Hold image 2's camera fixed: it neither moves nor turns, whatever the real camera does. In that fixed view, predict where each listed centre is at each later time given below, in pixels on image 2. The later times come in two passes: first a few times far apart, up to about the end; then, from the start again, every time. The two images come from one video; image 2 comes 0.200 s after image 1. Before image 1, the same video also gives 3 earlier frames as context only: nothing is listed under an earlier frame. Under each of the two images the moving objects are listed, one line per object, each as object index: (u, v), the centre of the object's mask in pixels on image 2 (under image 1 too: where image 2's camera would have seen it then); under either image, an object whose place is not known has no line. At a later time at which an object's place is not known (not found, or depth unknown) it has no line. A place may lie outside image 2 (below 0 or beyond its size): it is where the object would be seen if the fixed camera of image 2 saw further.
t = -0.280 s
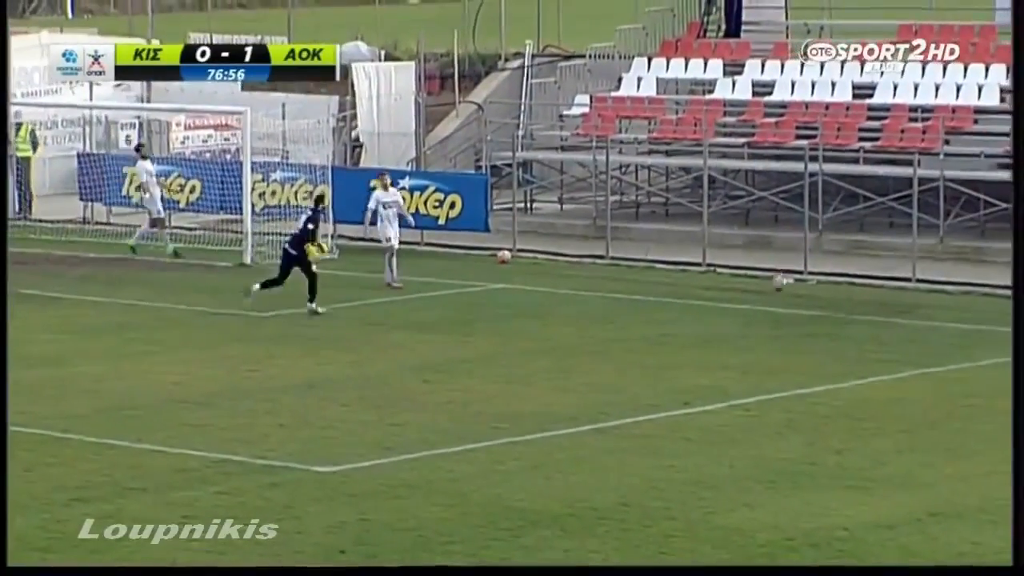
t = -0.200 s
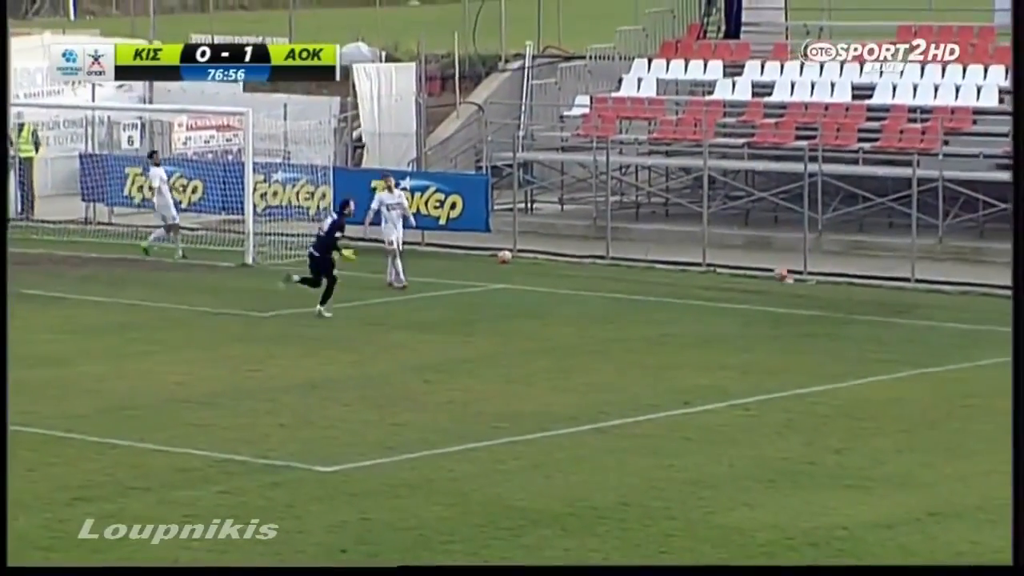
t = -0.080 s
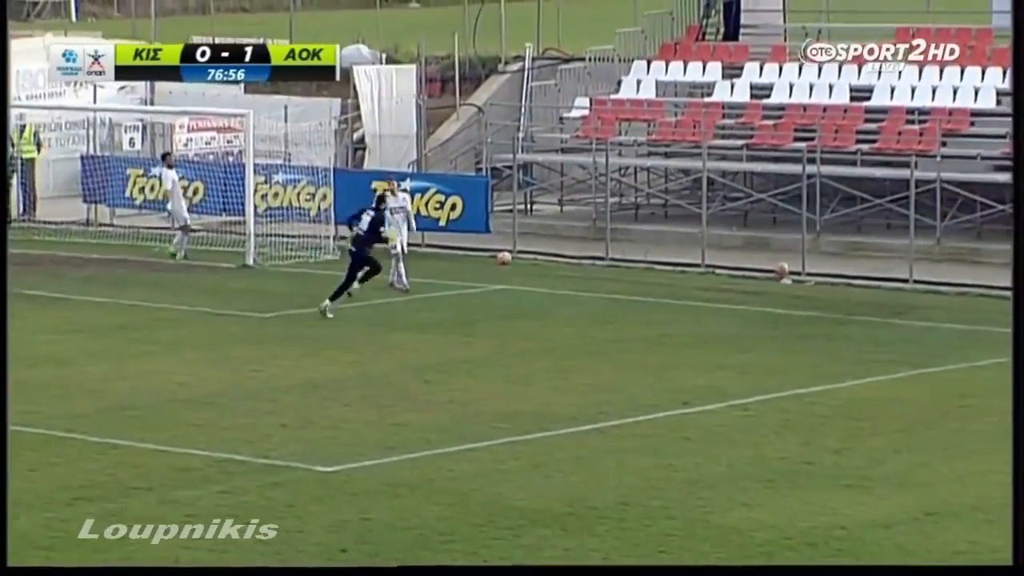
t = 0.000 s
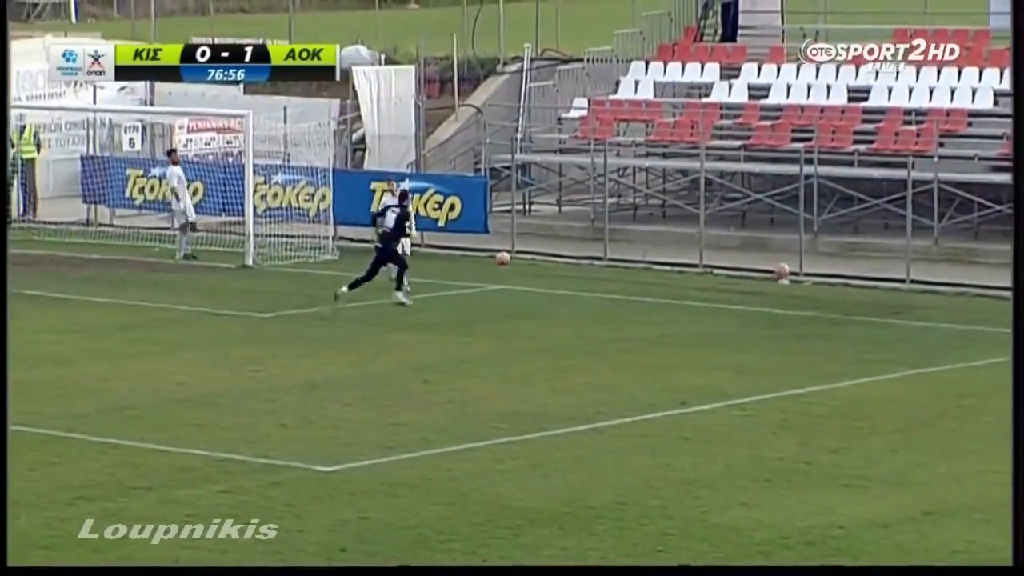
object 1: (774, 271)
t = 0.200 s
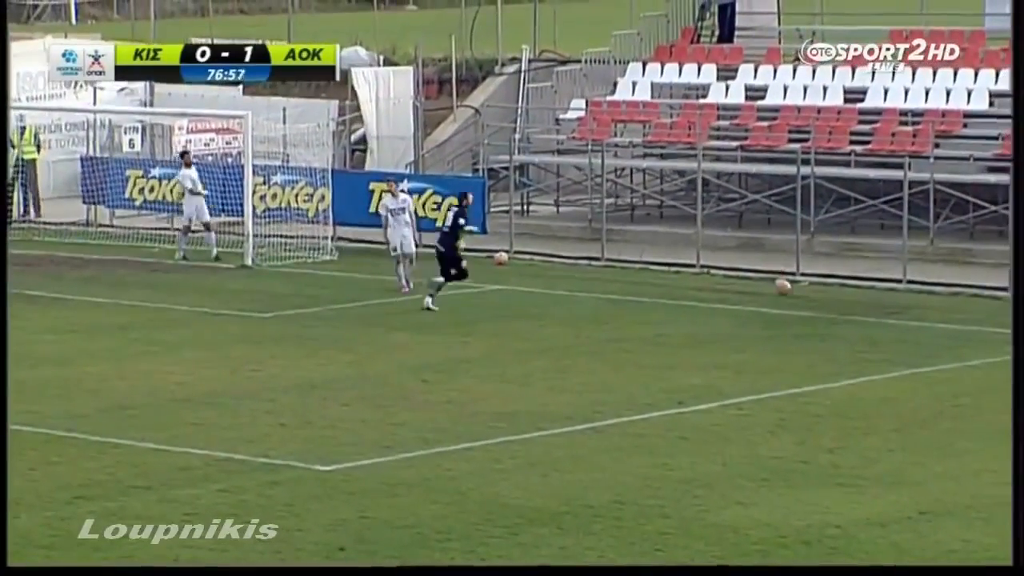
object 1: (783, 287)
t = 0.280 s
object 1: (784, 285)
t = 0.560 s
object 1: (790, 287)
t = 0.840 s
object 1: (797, 291)
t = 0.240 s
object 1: (783, 285)
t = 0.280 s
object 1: (784, 285)
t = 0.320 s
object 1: (785, 283)
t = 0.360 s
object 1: (785, 283)
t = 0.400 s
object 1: (786, 284)
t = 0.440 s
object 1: (787, 285)
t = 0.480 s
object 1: (788, 286)
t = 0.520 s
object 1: (789, 286)
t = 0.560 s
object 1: (790, 287)
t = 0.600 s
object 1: (790, 287)
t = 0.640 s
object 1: (791, 287)
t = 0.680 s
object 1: (792, 287)
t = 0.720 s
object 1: (792, 287)
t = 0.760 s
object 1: (793, 288)
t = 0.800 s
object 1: (793, 288)
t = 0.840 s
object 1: (797, 291)
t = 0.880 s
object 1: (798, 291)
